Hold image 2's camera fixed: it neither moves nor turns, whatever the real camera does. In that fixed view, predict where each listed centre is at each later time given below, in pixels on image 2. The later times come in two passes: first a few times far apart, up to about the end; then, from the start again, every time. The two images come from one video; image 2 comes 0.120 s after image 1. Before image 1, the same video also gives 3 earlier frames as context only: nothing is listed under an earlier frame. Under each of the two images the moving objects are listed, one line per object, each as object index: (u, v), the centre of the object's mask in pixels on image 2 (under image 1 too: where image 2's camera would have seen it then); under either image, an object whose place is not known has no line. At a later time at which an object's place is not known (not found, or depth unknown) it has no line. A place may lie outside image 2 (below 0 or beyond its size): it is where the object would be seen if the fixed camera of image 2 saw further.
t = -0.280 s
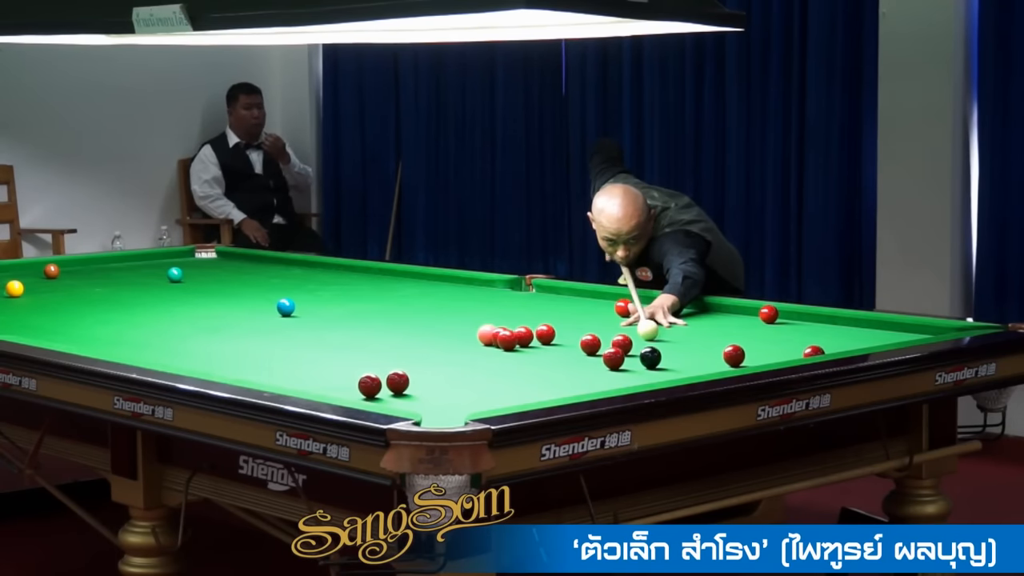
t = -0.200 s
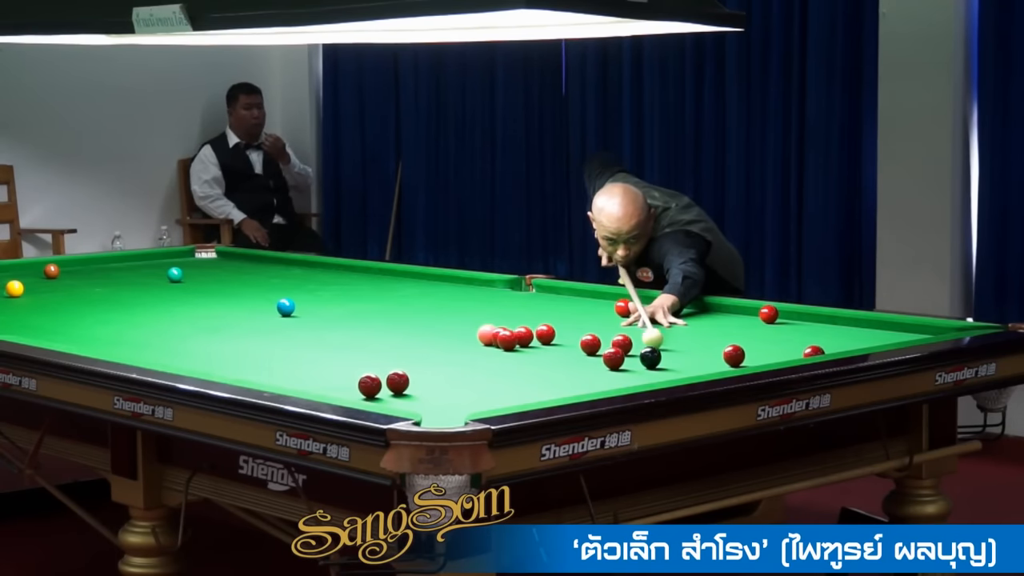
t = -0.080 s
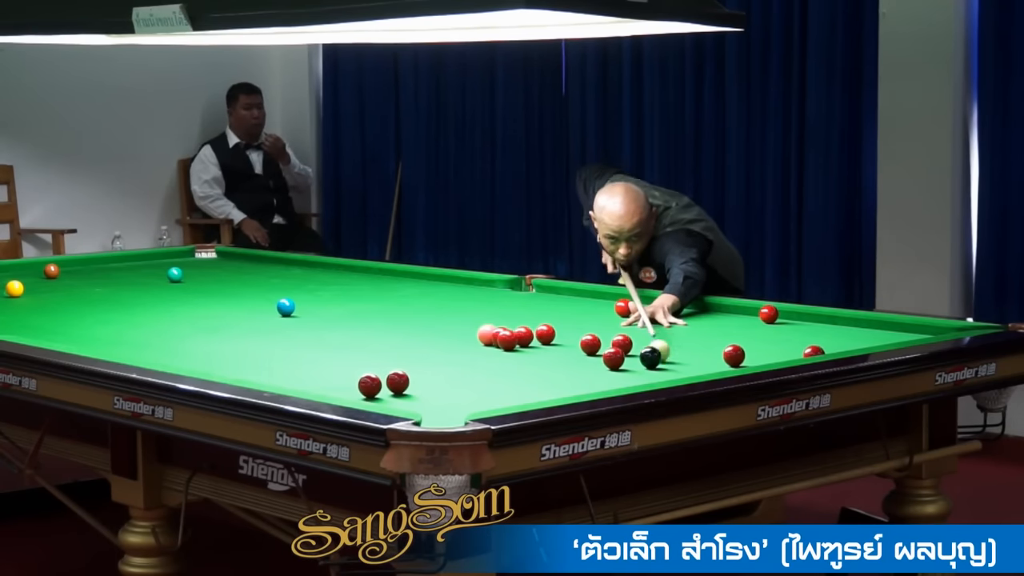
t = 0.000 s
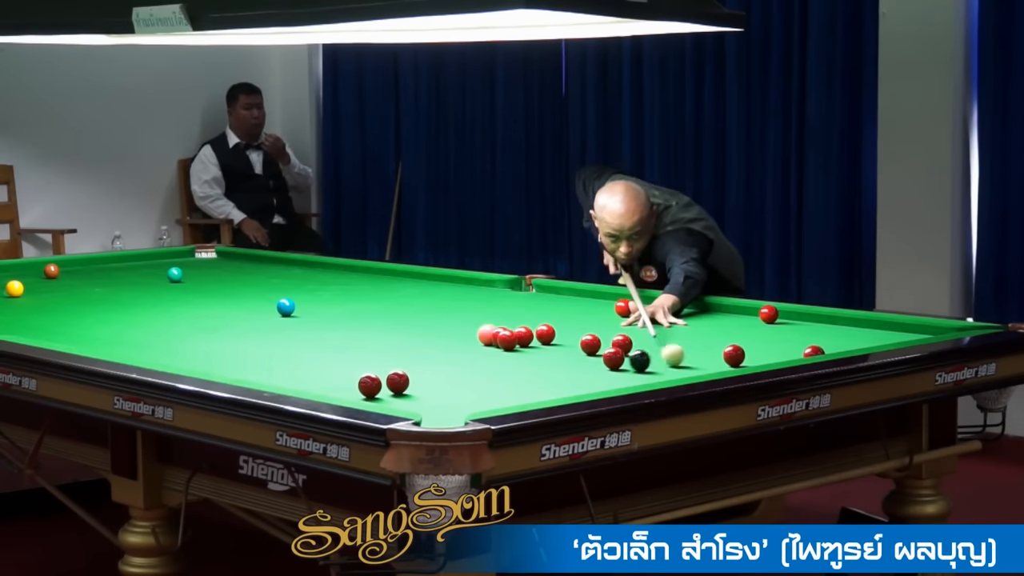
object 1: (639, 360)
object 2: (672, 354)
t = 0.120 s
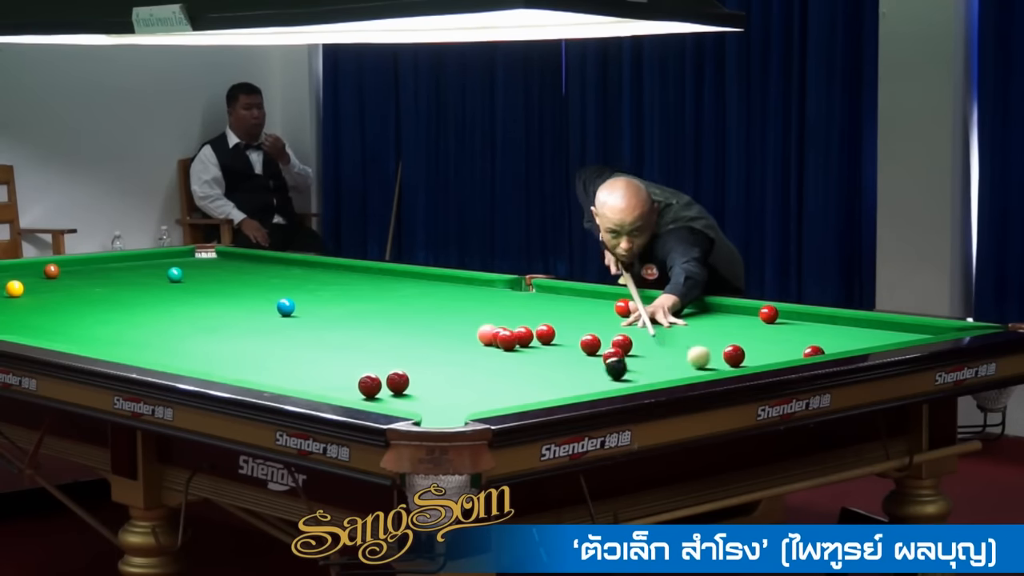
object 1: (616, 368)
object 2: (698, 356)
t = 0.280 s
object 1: (587, 377)
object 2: (730, 358)
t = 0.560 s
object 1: (532, 392)
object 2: (783, 357)
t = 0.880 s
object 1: (463, 411)
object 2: (771, 355)
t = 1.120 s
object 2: (763, 352)
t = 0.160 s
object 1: (608, 371)
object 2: (706, 357)
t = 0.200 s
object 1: (601, 373)
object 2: (714, 358)
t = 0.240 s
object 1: (594, 375)
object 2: (722, 358)
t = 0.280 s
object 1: (587, 377)
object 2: (730, 358)
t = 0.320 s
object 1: (579, 379)
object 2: (739, 358)
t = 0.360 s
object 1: (571, 382)
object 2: (746, 359)
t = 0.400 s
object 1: (564, 384)
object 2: (754, 358)
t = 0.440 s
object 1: (556, 386)
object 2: (762, 358)
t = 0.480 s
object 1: (548, 388)
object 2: (770, 358)
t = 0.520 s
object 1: (540, 390)
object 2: (777, 357)
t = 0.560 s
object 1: (532, 392)
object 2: (783, 357)
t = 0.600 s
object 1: (524, 394)
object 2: (781, 357)
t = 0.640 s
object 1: (516, 396)
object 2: (779, 356)
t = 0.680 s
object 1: (507, 398)
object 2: (778, 356)
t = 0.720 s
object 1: (499, 400)
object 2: (776, 356)
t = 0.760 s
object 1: (490, 402)
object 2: (775, 356)
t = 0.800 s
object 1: (481, 404)
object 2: (774, 355)
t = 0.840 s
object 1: (472, 407)
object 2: (772, 355)
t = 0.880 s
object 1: (463, 411)
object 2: (771, 355)
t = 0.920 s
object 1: (455, 415)
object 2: (769, 354)
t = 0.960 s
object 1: (447, 417)
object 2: (768, 354)
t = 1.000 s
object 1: (438, 420)
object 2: (767, 353)
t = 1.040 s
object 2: (765, 353)
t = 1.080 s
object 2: (764, 352)
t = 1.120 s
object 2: (763, 352)
